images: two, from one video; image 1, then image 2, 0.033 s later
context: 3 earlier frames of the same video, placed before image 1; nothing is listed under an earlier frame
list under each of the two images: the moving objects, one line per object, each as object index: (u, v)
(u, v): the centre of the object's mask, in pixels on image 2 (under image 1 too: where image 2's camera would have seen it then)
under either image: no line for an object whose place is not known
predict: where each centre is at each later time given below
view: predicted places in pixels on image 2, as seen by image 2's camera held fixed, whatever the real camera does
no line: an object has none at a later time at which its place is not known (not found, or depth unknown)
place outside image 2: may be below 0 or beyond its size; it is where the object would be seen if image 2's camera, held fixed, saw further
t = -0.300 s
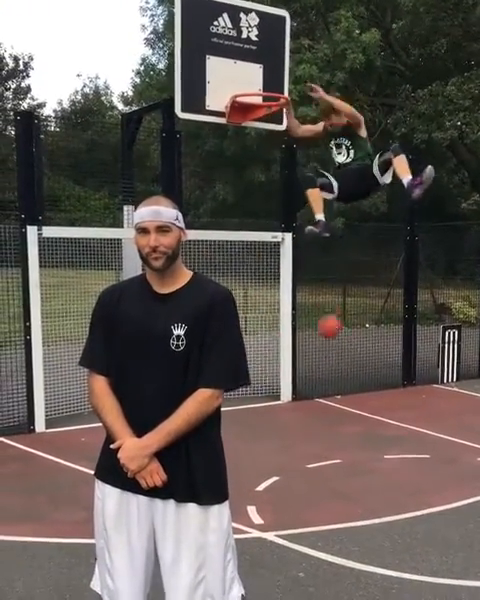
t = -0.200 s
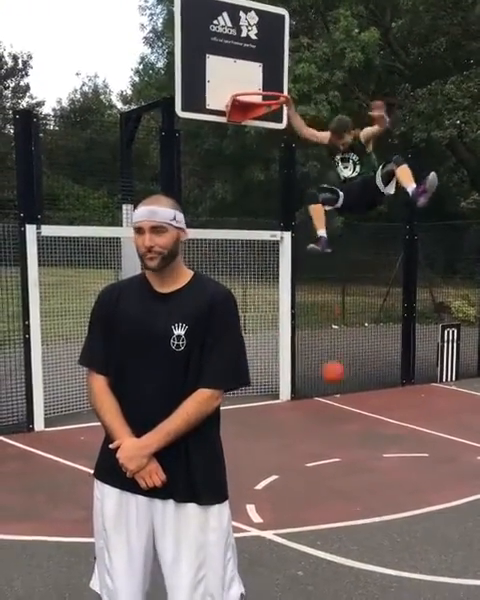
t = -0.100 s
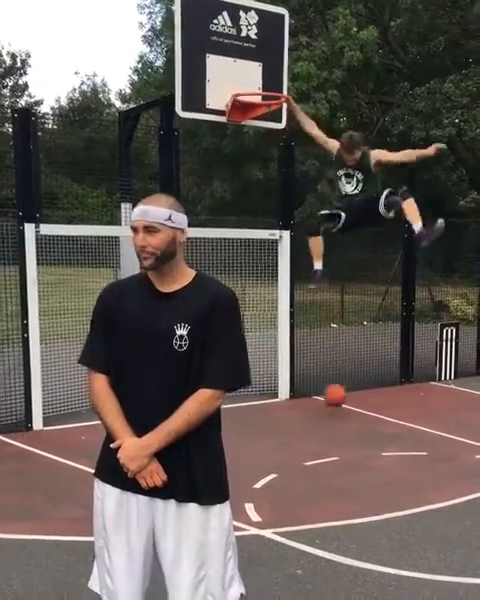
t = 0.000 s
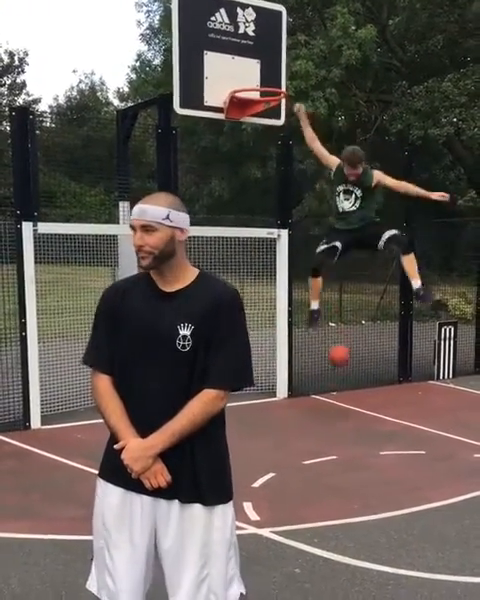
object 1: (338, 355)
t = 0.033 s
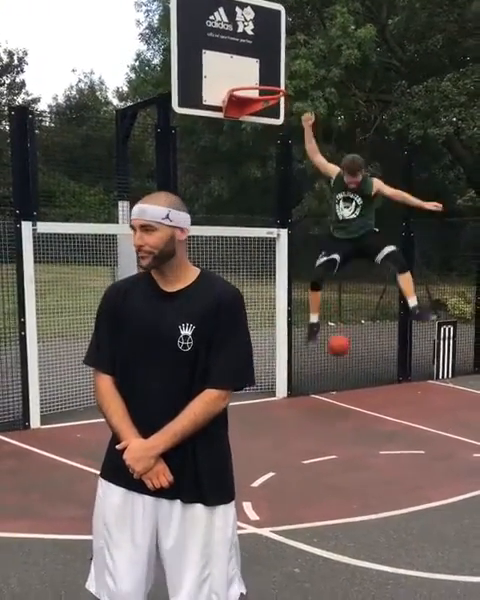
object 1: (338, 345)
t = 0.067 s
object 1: (339, 335)
